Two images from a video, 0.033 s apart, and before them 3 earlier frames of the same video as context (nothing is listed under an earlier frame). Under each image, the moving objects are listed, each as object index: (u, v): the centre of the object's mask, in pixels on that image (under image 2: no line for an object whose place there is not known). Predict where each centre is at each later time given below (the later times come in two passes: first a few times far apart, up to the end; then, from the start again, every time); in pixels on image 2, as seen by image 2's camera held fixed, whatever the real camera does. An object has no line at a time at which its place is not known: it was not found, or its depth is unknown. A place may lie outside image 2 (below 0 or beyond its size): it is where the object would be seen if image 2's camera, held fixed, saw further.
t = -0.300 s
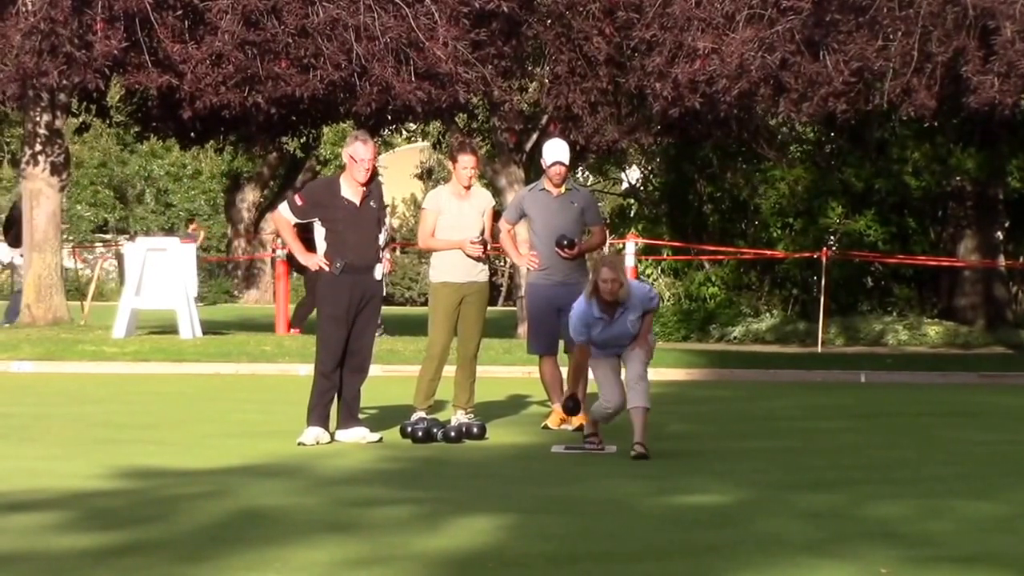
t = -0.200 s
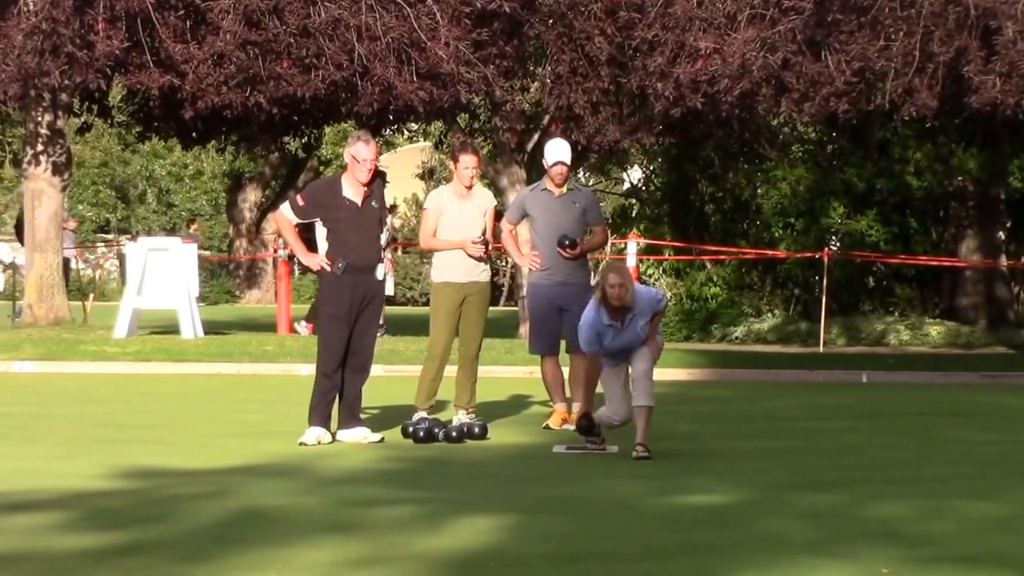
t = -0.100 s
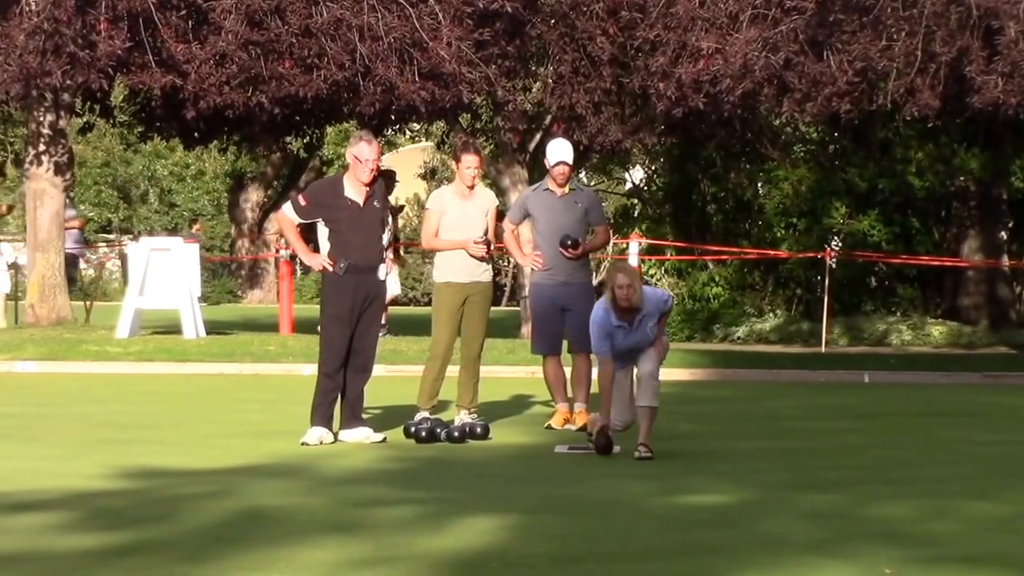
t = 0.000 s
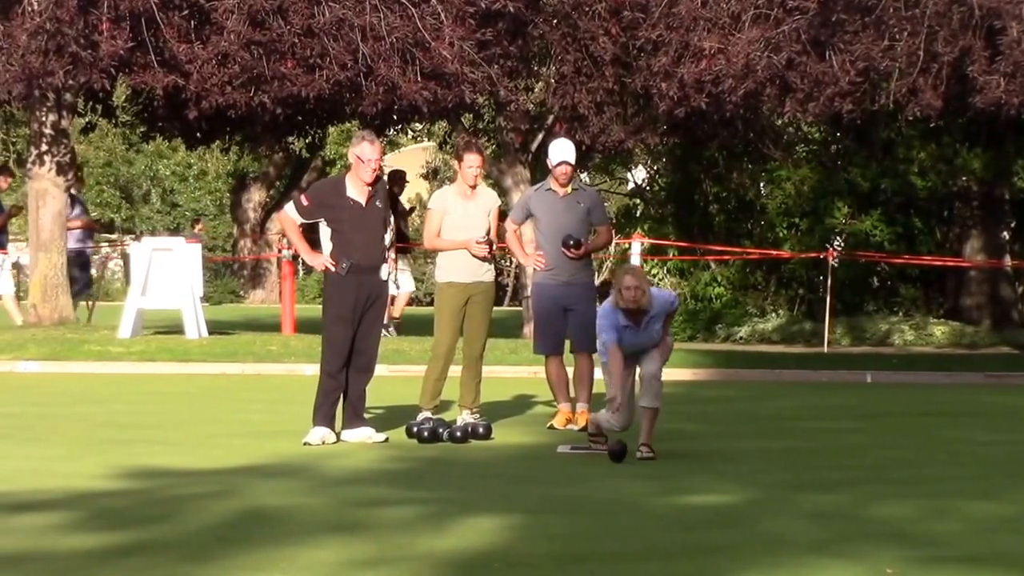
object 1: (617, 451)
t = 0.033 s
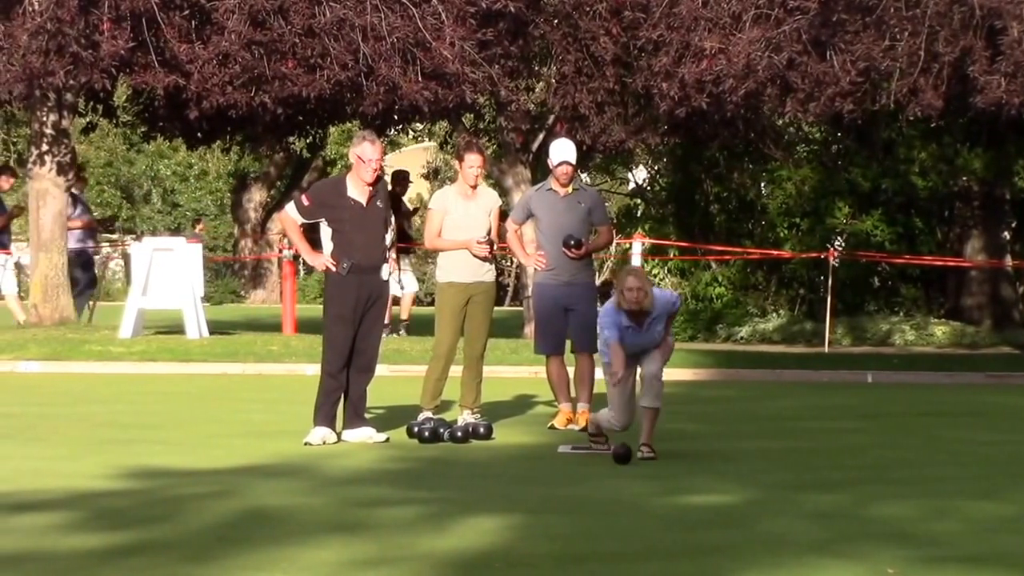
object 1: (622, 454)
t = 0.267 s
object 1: (642, 461)
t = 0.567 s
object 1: (666, 474)
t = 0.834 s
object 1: (685, 483)
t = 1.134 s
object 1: (707, 492)
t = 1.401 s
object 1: (727, 503)
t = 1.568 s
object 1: (739, 511)
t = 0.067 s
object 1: (625, 454)
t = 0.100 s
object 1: (628, 456)
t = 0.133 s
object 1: (630, 457)
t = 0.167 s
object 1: (633, 458)
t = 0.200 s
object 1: (636, 459)
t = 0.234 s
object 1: (639, 460)
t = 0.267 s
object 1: (642, 461)
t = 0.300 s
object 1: (645, 462)
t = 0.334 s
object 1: (647, 463)
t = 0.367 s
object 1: (650, 464)
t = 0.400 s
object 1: (652, 465)
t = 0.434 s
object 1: (655, 468)
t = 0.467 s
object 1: (658, 469)
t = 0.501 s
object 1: (660, 470)
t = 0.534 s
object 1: (663, 472)
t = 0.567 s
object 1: (666, 474)
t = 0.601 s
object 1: (667, 475)
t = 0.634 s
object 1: (670, 476)
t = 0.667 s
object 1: (673, 477)
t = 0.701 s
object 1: (675, 479)
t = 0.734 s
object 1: (678, 480)
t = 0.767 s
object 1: (680, 481)
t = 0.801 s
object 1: (683, 482)
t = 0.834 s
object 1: (685, 483)
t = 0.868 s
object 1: (688, 483)
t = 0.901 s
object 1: (690, 484)
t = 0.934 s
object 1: (693, 485)
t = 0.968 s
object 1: (695, 486)
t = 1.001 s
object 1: (698, 487)
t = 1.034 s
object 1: (700, 488)
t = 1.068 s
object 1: (703, 489)
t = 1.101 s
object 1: (705, 490)
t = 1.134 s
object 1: (707, 492)
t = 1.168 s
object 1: (710, 493)
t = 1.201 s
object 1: (712, 494)
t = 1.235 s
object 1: (715, 496)
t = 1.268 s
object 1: (717, 497)
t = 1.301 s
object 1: (719, 499)
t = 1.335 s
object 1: (721, 500)
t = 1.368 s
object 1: (724, 501)
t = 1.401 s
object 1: (727, 503)
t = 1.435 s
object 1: (729, 505)
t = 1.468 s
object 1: (732, 506)
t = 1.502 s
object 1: (734, 508)
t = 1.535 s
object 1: (737, 509)
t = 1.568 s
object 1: (739, 511)
